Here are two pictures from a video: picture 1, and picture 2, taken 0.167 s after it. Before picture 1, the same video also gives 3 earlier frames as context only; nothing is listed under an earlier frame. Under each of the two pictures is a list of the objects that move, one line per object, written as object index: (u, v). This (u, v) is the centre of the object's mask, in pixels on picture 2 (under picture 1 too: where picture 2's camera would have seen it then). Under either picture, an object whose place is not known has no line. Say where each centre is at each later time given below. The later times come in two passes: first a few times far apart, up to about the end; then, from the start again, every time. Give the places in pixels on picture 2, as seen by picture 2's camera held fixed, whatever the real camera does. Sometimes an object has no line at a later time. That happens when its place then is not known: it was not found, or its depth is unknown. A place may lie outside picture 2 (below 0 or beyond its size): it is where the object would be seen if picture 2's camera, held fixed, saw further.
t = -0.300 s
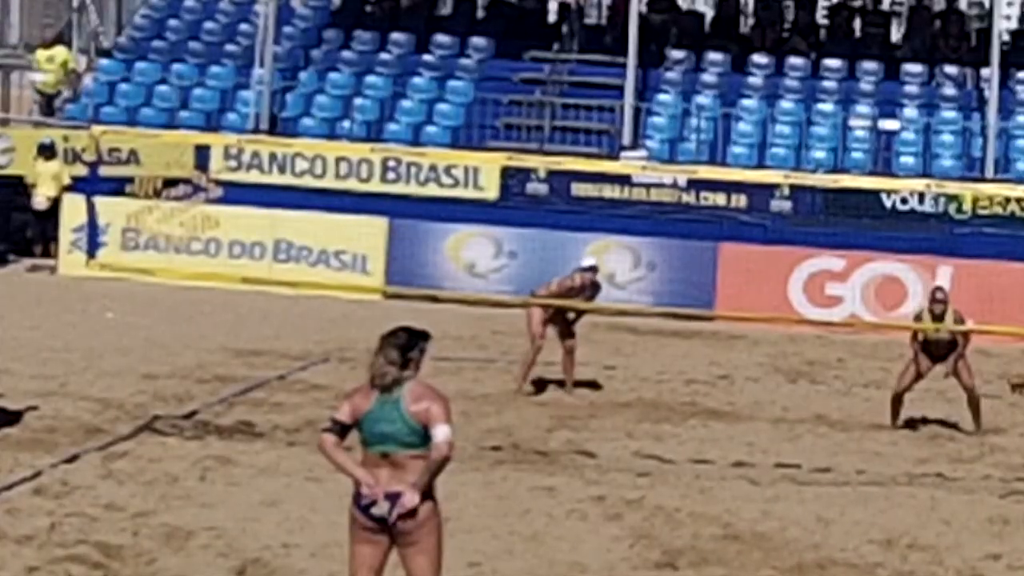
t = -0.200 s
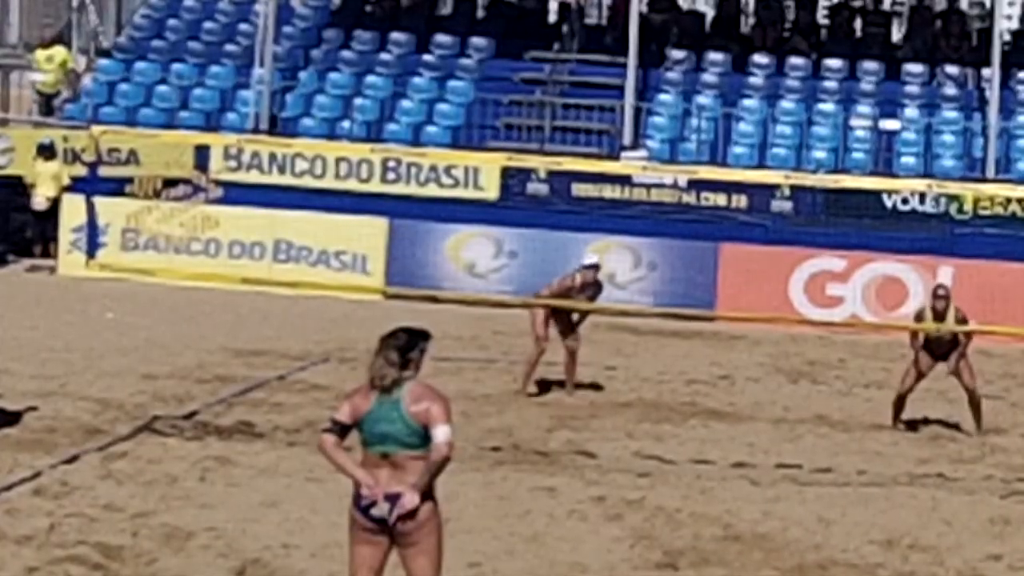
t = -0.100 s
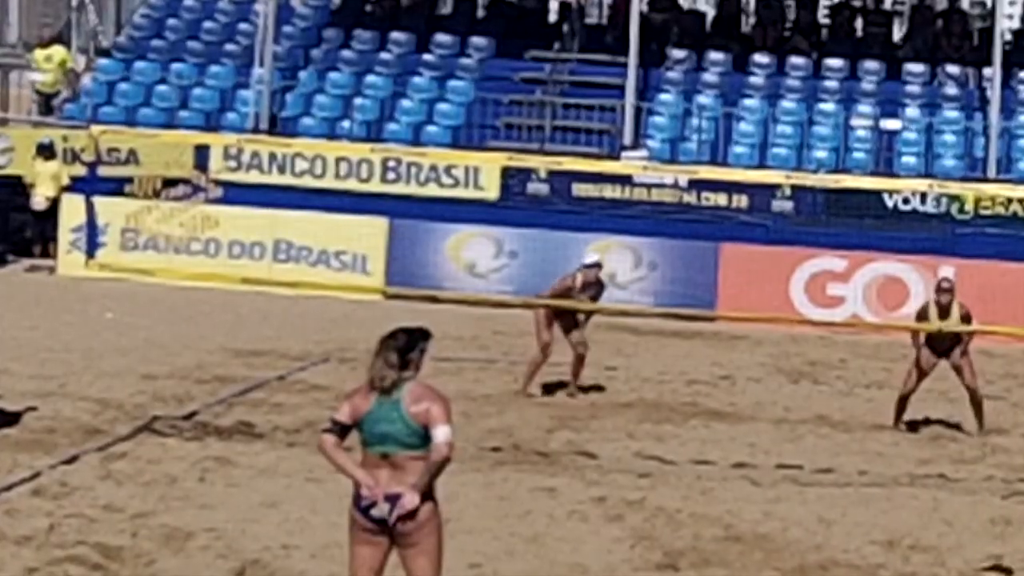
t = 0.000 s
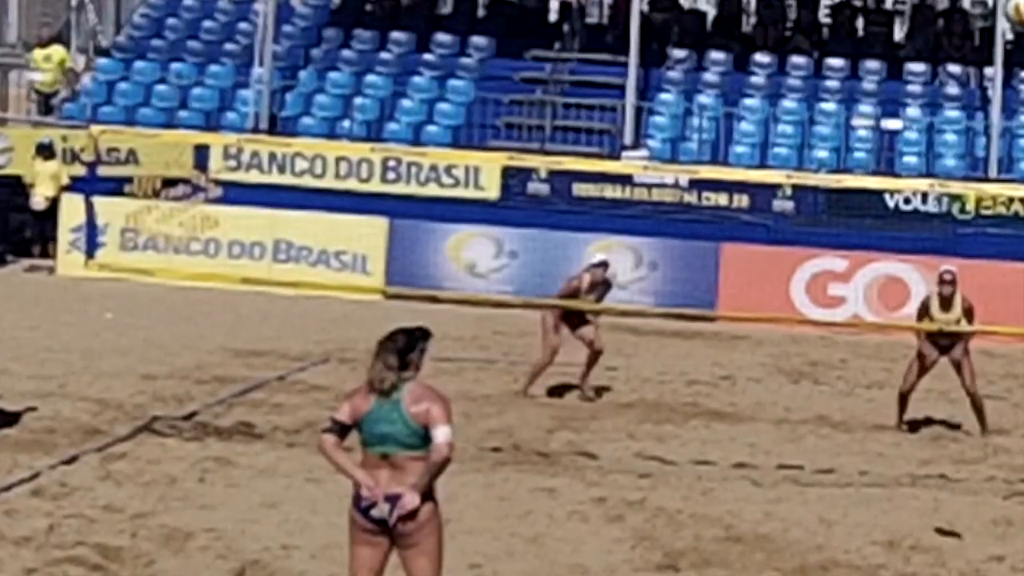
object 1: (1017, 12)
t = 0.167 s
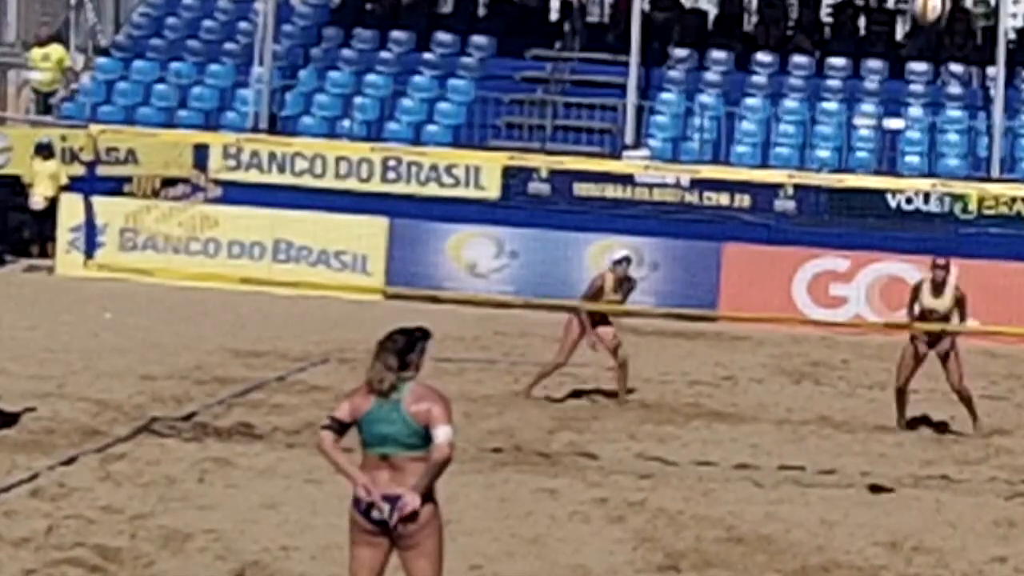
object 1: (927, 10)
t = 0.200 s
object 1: (911, 12)
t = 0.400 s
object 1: (821, 54)
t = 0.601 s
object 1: (752, 129)
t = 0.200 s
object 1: (911, 12)
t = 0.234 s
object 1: (895, 14)
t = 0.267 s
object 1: (878, 20)
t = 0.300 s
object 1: (864, 27)
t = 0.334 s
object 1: (849, 35)
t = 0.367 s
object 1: (835, 44)
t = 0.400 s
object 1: (821, 54)
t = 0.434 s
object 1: (810, 64)
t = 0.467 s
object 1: (797, 76)
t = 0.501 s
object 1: (784, 87)
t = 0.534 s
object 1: (772, 102)
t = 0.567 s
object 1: (763, 116)
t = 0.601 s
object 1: (752, 129)
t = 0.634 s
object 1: (741, 144)
